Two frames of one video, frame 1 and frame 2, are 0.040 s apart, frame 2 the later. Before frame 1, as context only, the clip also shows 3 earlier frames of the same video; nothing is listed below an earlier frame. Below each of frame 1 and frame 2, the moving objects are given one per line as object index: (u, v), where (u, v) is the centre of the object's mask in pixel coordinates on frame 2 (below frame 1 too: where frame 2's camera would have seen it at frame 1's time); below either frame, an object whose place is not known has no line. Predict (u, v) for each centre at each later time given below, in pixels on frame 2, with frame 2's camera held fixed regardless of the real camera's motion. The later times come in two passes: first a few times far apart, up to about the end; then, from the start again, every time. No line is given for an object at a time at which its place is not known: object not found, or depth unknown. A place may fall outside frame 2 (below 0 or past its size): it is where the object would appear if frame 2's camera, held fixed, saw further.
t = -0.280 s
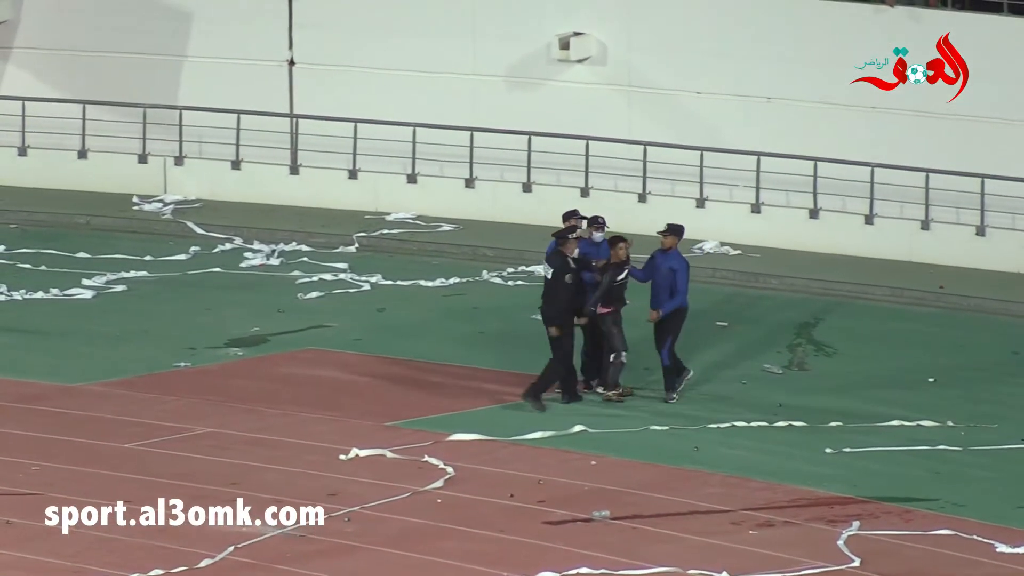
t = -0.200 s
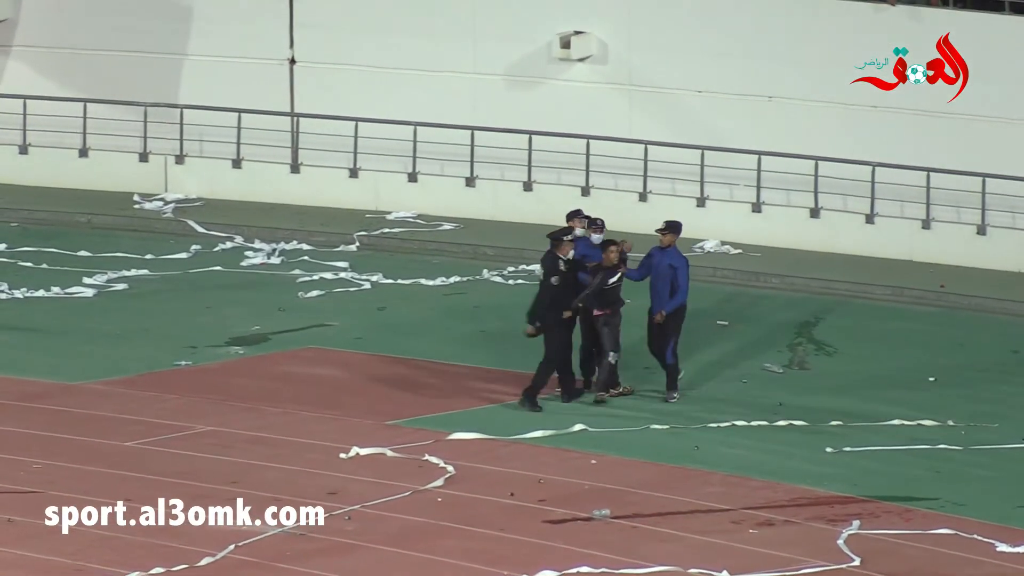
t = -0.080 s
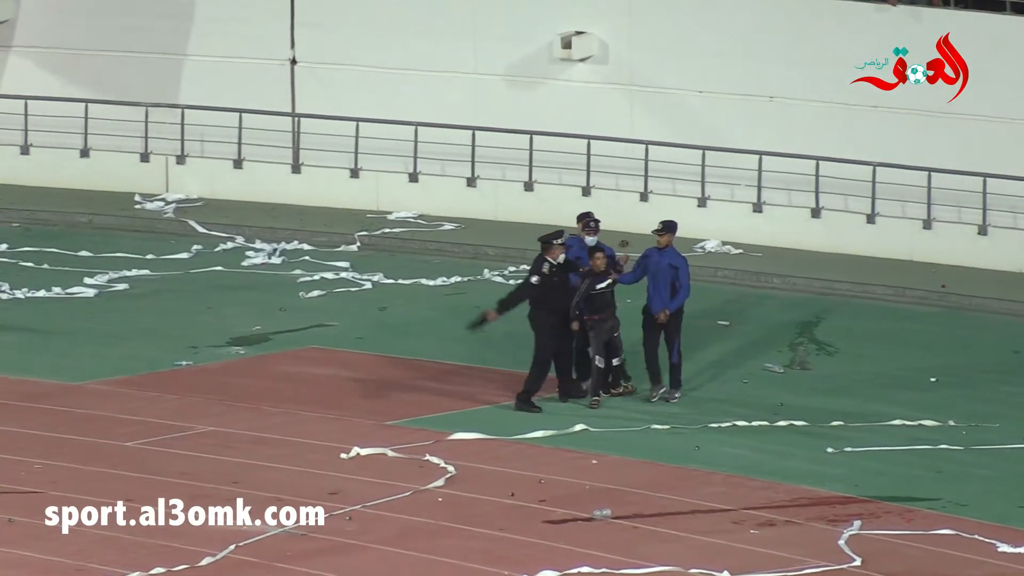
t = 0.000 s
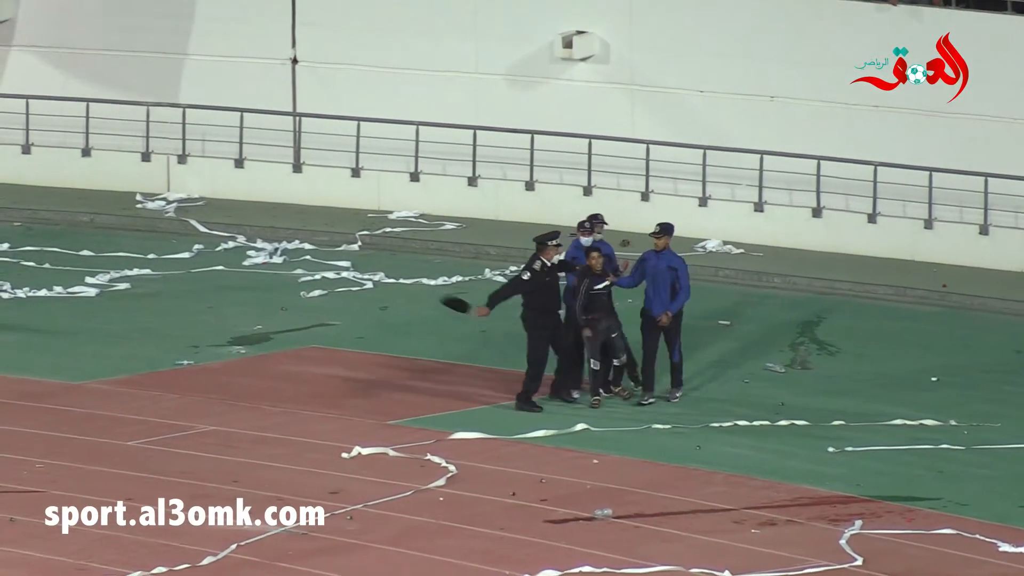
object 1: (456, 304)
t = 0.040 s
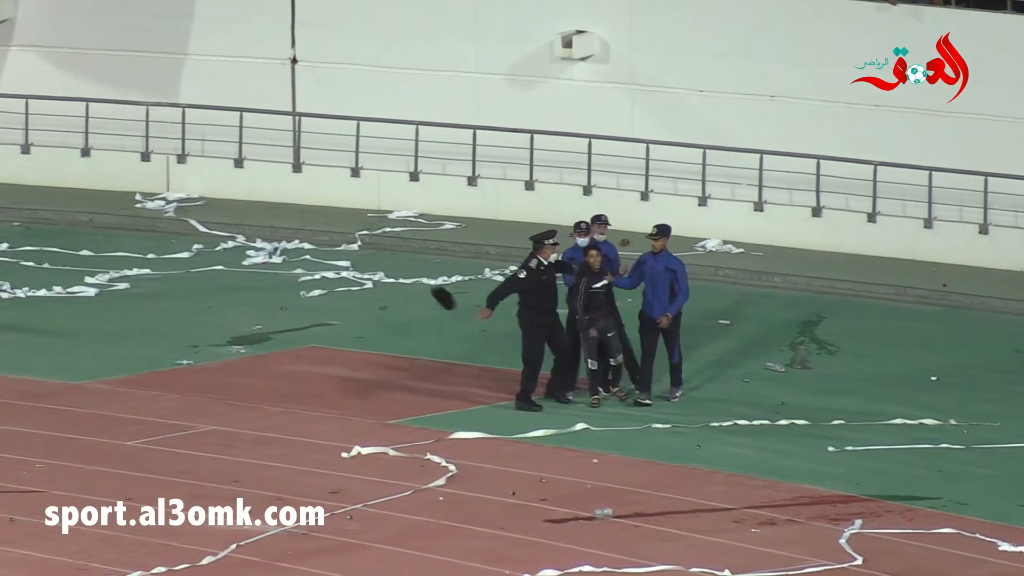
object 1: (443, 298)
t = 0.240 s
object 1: (388, 294)
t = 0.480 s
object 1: (329, 330)
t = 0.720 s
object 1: (281, 410)
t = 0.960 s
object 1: (275, 421)
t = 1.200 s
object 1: (274, 421)
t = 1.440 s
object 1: (273, 421)
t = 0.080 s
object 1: (432, 294)
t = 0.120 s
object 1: (421, 291)
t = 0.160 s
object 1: (410, 290)
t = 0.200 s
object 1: (399, 291)
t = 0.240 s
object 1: (388, 294)
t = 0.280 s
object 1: (378, 298)
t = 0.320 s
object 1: (368, 302)
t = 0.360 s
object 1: (356, 308)
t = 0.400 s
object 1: (345, 315)
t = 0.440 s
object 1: (337, 322)
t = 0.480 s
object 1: (329, 330)
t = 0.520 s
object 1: (320, 340)
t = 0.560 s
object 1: (312, 352)
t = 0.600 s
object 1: (304, 365)
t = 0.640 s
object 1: (296, 379)
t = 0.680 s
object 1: (288, 394)
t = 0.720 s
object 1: (281, 410)
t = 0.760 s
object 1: (276, 420)
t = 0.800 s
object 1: (276, 421)
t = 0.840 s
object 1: (275, 420)
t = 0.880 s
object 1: (275, 421)
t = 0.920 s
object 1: (275, 421)
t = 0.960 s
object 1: (275, 421)
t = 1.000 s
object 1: (275, 421)
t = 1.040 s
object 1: (275, 421)
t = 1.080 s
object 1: (275, 421)
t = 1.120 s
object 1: (275, 421)
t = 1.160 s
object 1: (274, 421)
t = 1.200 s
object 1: (274, 421)
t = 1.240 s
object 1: (274, 421)
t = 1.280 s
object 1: (274, 421)
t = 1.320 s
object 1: (274, 421)
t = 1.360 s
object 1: (274, 421)
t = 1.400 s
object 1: (273, 421)
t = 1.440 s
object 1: (273, 421)
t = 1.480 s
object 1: (273, 421)
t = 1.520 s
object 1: (273, 421)
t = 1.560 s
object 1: (273, 421)
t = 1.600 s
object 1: (273, 421)
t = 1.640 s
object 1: (273, 421)
